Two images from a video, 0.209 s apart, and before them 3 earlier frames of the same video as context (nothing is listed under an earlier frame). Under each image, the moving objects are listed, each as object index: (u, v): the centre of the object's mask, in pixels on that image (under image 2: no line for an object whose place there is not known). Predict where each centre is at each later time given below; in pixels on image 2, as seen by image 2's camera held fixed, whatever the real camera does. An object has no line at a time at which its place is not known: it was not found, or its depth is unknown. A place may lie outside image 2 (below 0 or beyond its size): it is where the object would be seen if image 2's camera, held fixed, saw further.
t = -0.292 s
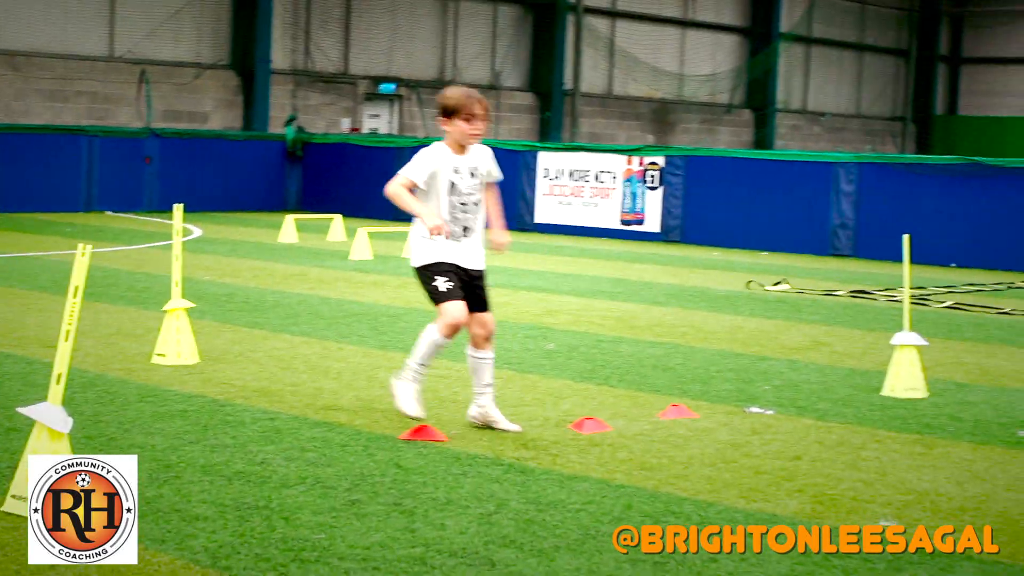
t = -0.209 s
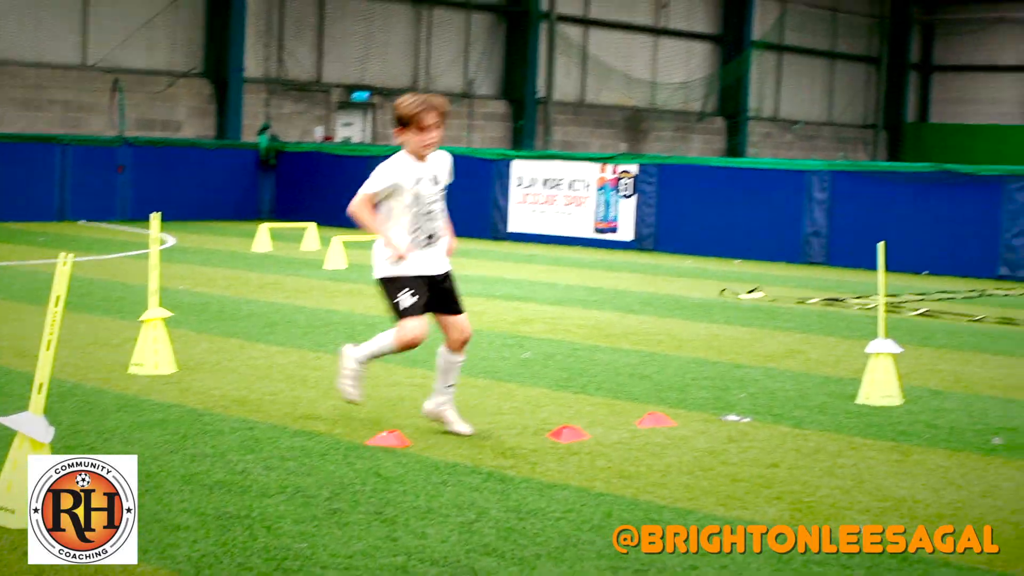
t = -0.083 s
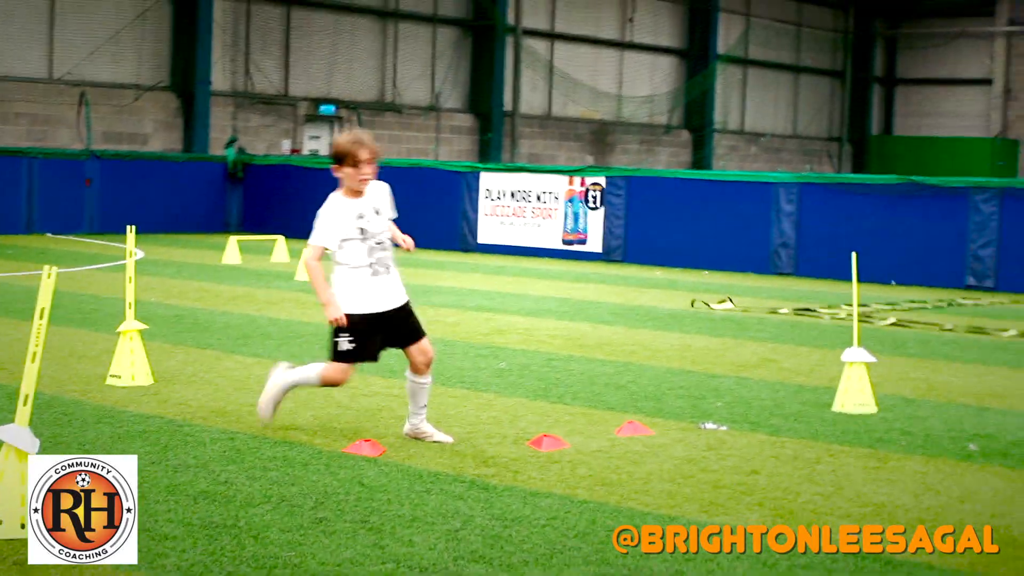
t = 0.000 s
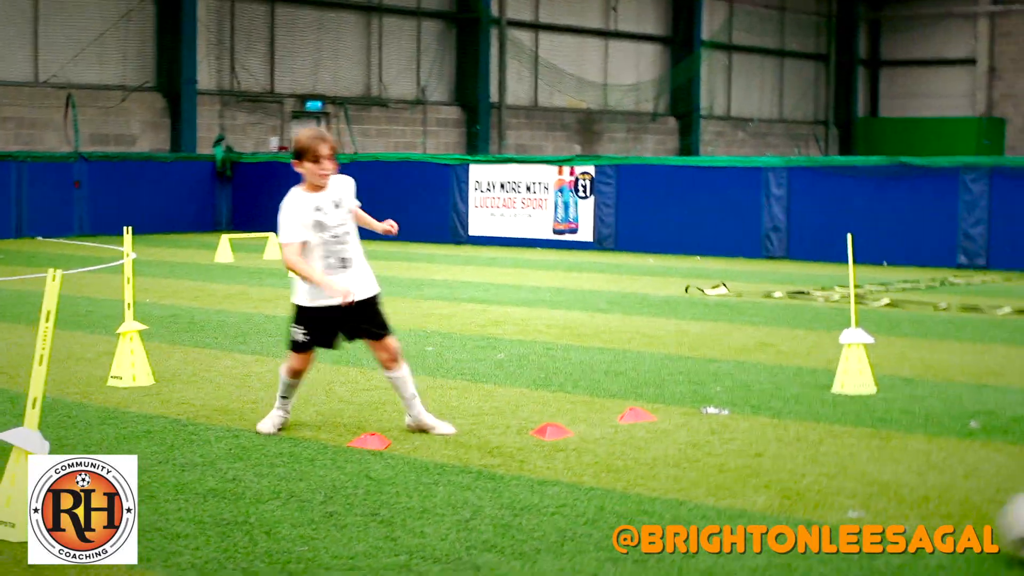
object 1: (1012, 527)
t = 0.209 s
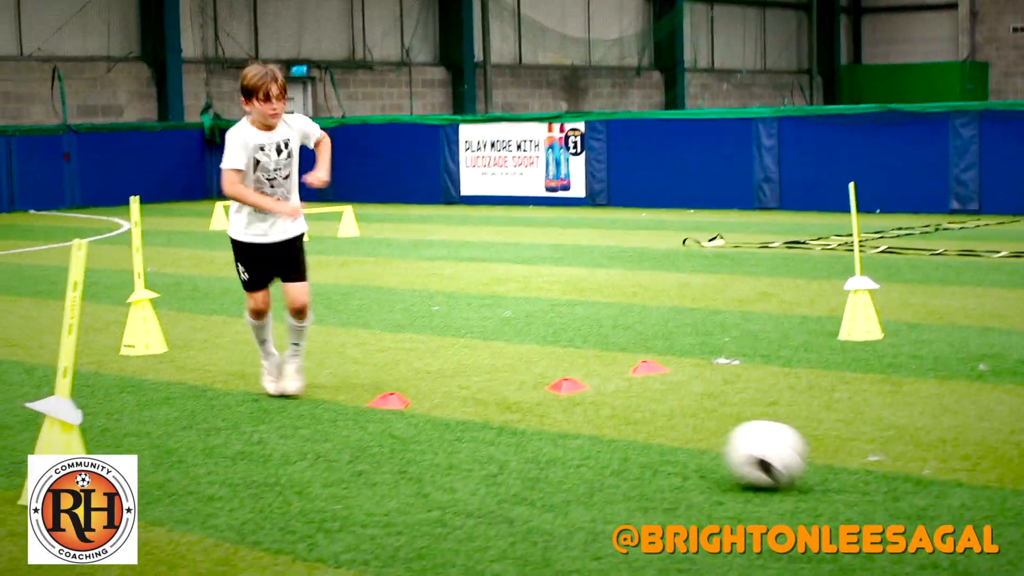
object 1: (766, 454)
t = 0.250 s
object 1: (712, 452)
